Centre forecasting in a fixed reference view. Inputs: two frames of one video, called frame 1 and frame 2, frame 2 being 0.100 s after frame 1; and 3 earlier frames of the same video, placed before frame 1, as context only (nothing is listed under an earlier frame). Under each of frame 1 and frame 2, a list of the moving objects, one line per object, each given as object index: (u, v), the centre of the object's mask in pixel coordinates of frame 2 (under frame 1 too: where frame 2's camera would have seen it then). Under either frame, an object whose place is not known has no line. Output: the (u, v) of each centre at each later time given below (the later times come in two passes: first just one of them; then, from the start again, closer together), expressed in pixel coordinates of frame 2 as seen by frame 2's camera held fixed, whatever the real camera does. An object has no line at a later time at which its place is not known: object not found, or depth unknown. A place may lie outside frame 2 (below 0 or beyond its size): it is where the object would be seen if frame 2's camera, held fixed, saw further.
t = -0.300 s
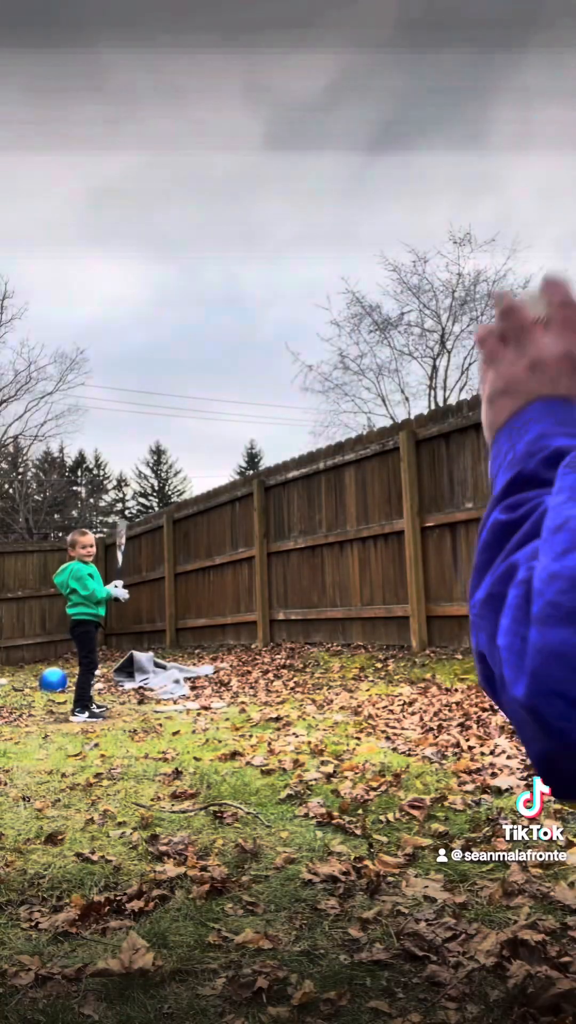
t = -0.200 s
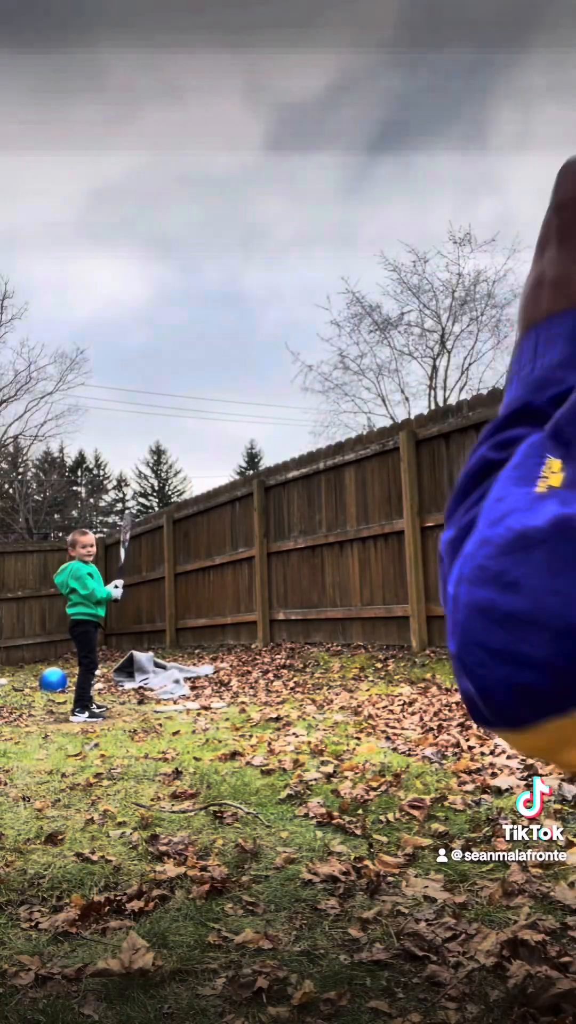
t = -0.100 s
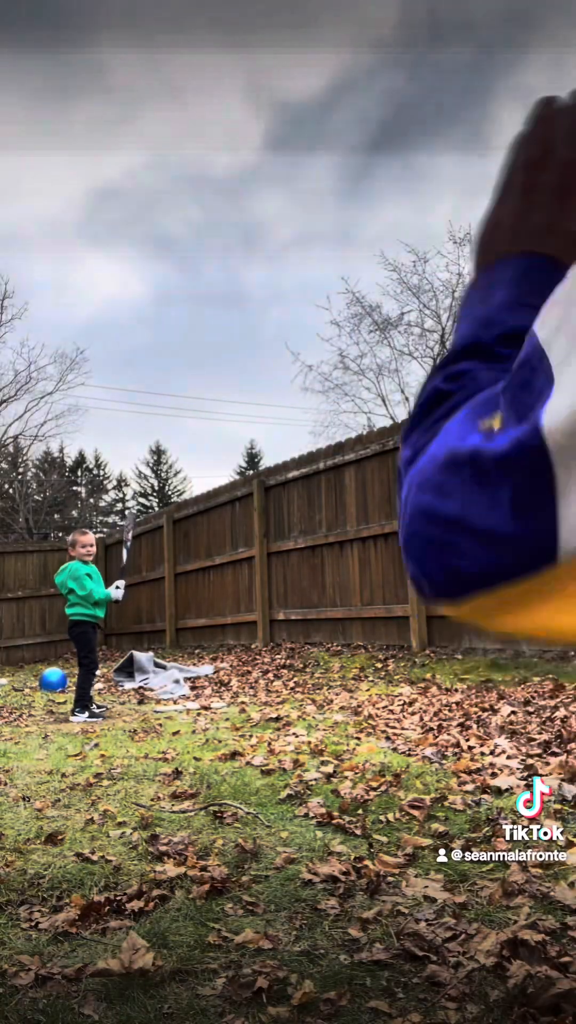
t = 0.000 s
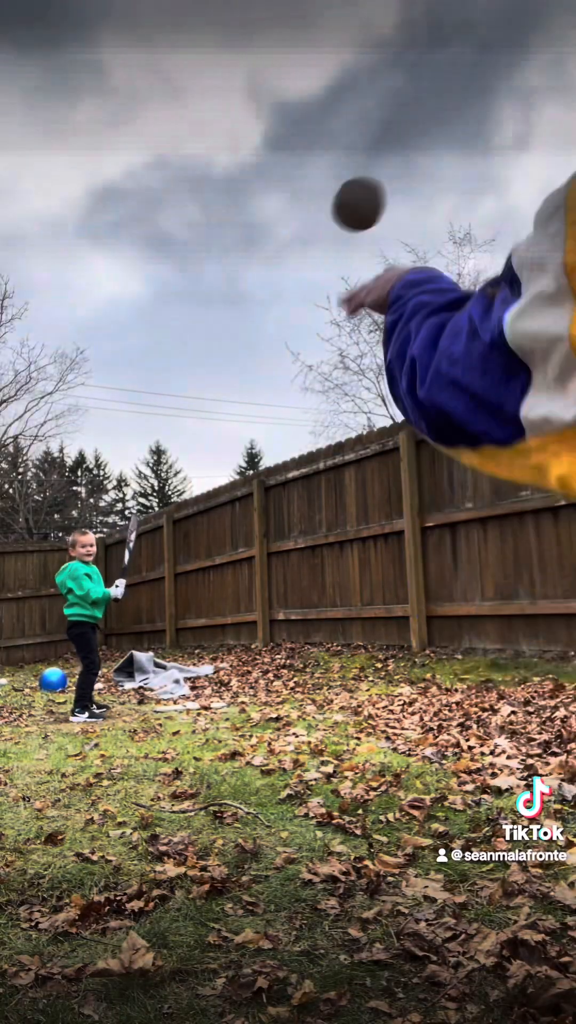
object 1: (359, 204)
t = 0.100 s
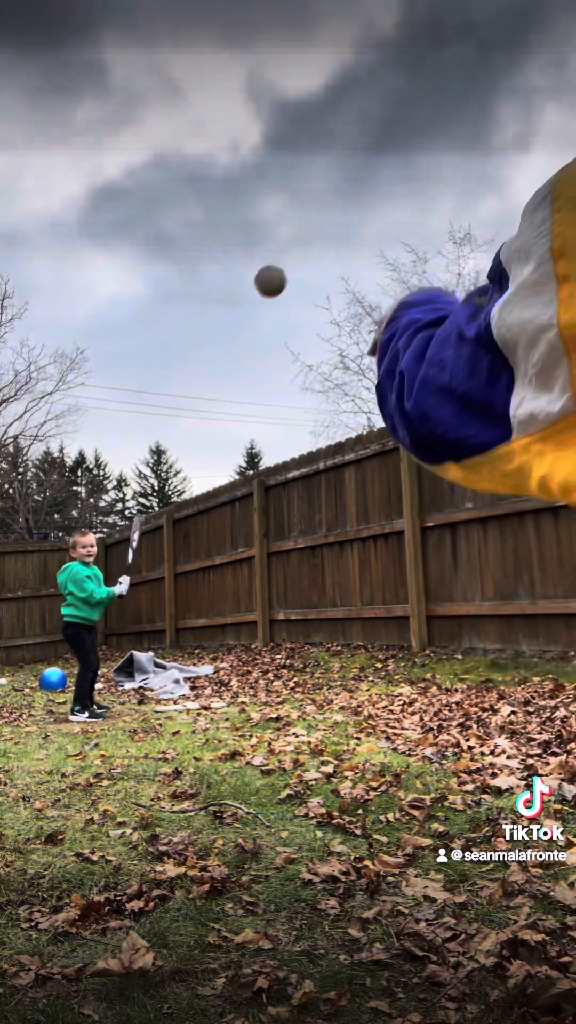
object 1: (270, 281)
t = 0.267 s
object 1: (213, 390)
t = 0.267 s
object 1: (213, 390)
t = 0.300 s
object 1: (207, 411)
